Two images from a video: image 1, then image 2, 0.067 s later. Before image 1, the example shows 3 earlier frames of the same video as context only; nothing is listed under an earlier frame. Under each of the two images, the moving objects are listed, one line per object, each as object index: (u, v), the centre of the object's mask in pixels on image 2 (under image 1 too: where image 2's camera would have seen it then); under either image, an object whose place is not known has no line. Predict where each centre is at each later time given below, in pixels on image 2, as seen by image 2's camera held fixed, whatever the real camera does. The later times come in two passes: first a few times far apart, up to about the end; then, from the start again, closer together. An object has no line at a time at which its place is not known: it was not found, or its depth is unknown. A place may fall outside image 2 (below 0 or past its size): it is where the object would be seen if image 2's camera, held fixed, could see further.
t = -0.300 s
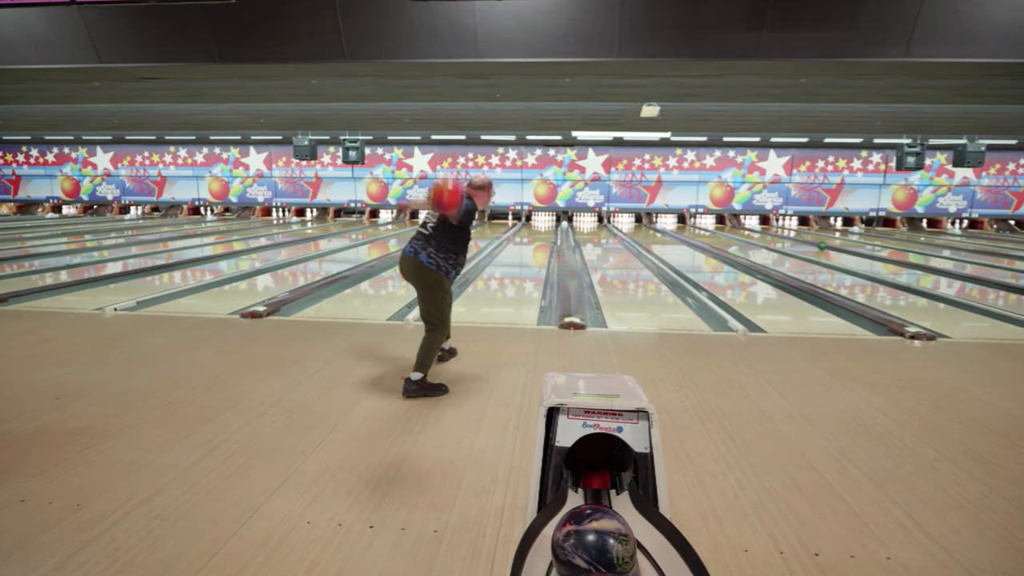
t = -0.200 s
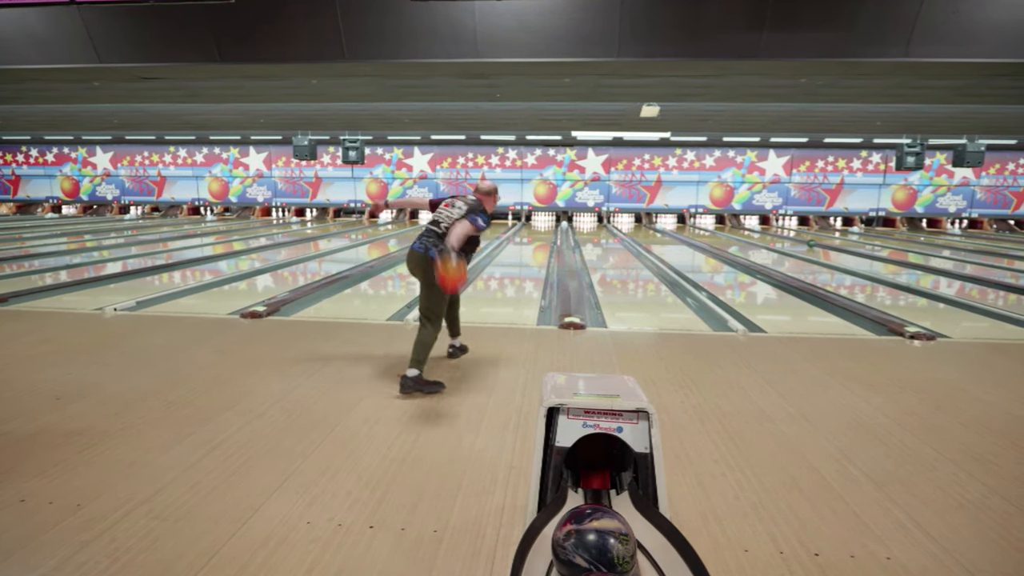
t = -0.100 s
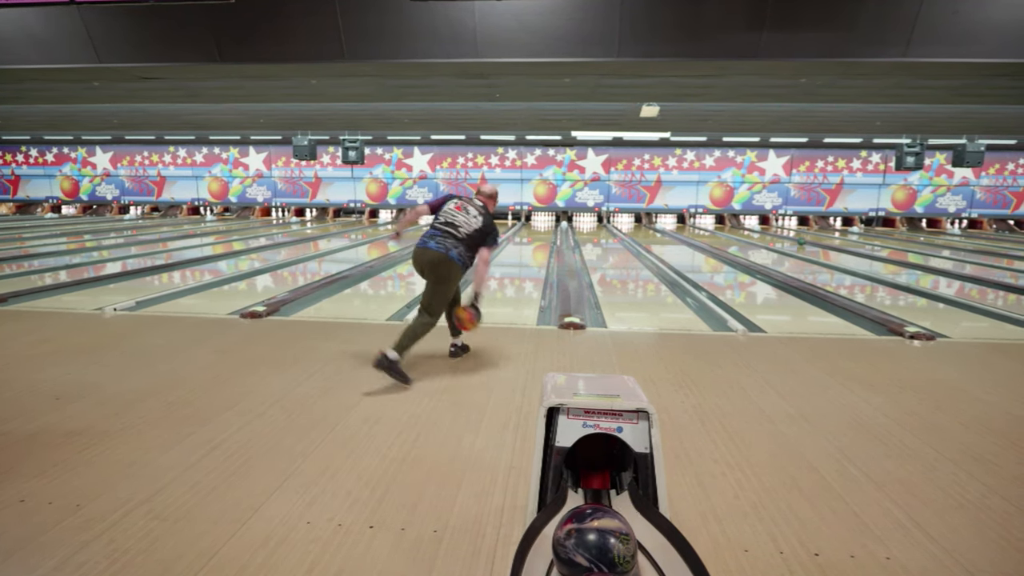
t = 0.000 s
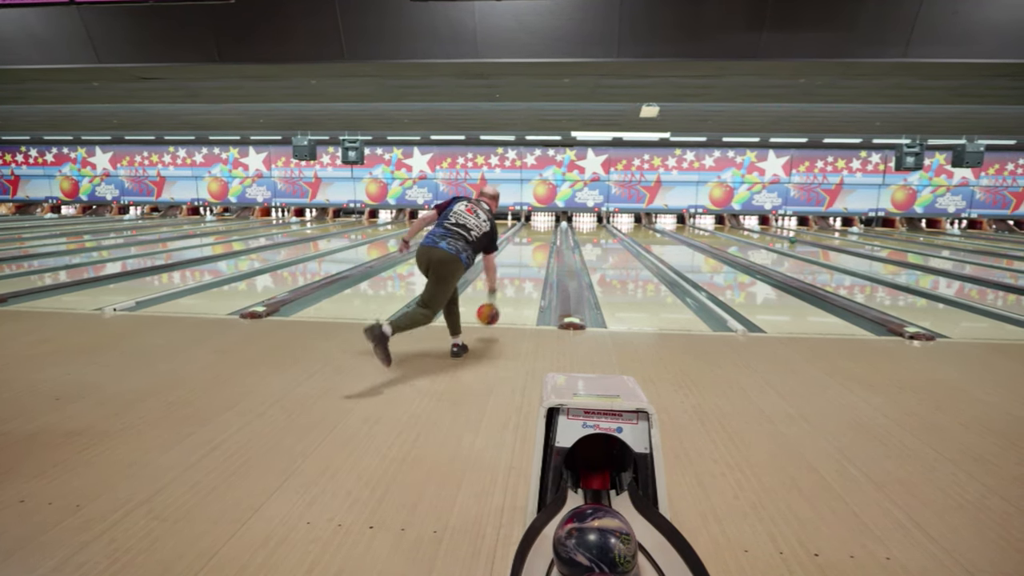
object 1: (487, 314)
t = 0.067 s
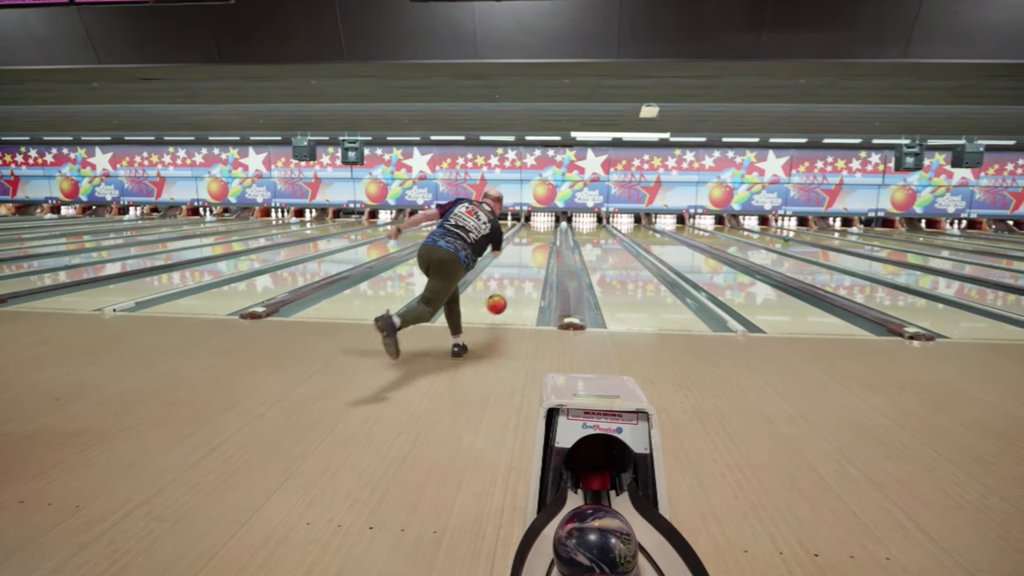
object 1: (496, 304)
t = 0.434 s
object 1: (523, 272)
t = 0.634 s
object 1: (531, 259)
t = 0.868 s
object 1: (536, 248)
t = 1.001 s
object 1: (539, 243)
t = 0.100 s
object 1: (499, 301)
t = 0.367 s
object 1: (519, 278)
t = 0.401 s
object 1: (521, 275)
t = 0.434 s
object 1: (523, 272)
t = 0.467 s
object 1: (525, 269)
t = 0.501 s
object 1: (526, 267)
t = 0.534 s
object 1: (527, 265)
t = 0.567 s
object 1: (528, 263)
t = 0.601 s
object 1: (530, 261)
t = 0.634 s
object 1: (531, 259)
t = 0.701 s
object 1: (533, 255)
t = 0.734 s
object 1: (534, 254)
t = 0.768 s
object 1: (535, 253)
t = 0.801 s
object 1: (535, 251)
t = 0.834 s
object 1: (536, 249)
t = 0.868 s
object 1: (536, 248)
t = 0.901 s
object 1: (537, 247)
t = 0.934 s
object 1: (538, 246)
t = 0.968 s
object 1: (539, 244)
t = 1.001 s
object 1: (539, 243)
